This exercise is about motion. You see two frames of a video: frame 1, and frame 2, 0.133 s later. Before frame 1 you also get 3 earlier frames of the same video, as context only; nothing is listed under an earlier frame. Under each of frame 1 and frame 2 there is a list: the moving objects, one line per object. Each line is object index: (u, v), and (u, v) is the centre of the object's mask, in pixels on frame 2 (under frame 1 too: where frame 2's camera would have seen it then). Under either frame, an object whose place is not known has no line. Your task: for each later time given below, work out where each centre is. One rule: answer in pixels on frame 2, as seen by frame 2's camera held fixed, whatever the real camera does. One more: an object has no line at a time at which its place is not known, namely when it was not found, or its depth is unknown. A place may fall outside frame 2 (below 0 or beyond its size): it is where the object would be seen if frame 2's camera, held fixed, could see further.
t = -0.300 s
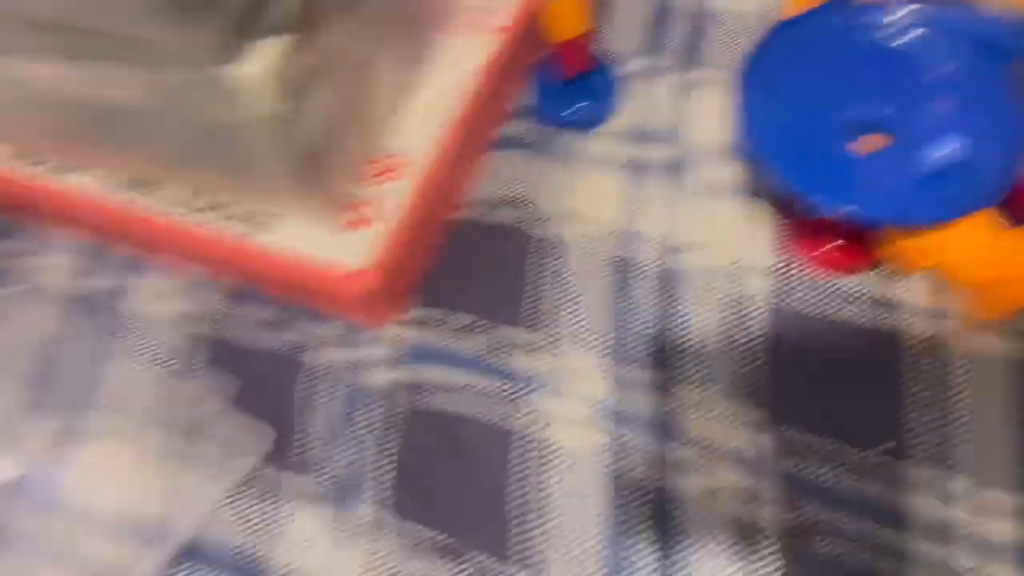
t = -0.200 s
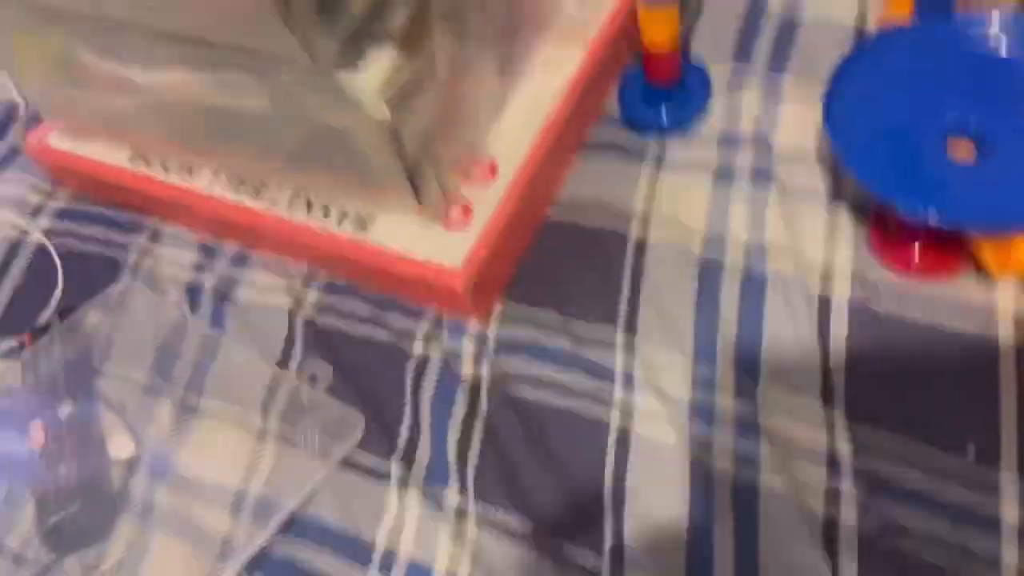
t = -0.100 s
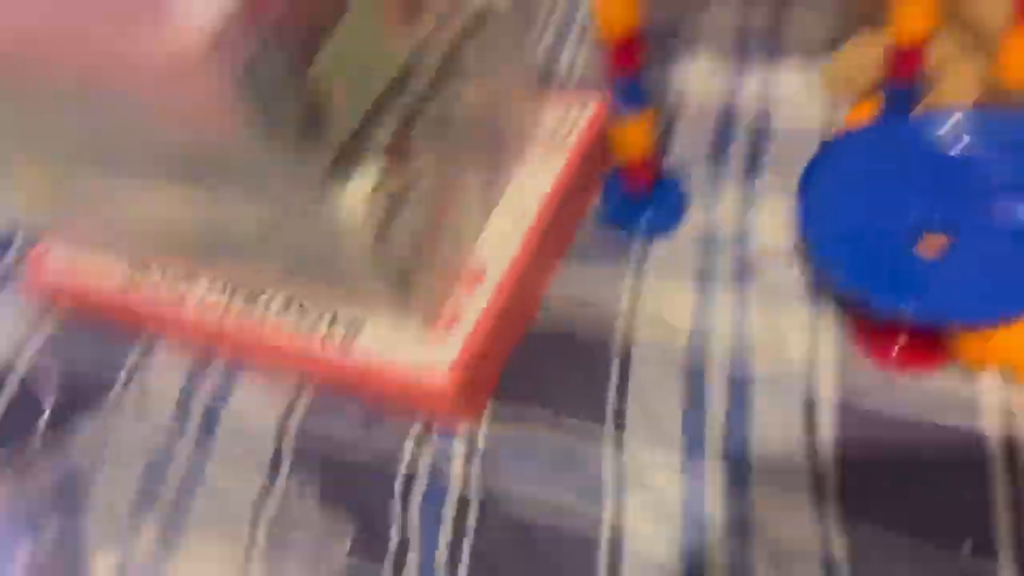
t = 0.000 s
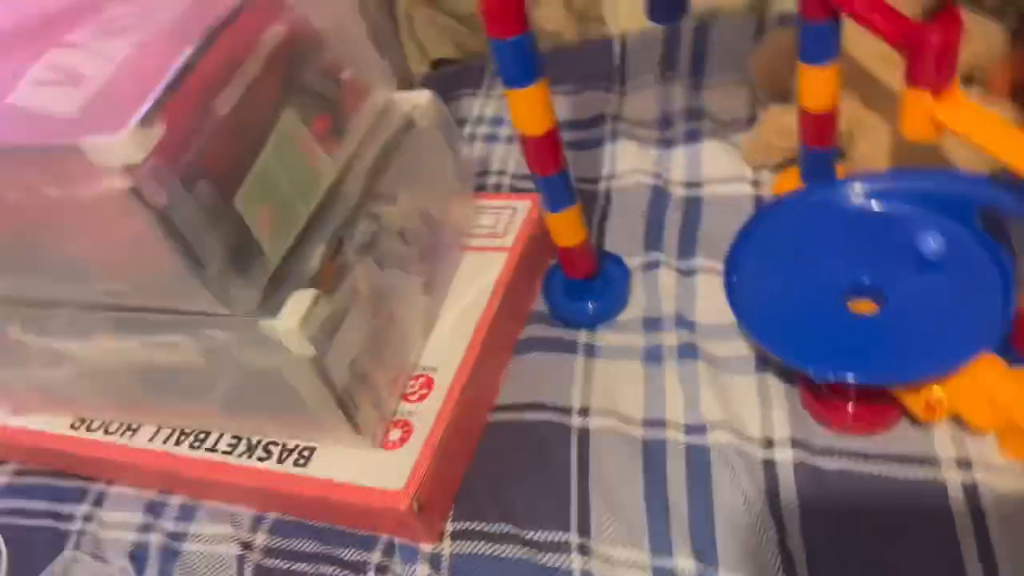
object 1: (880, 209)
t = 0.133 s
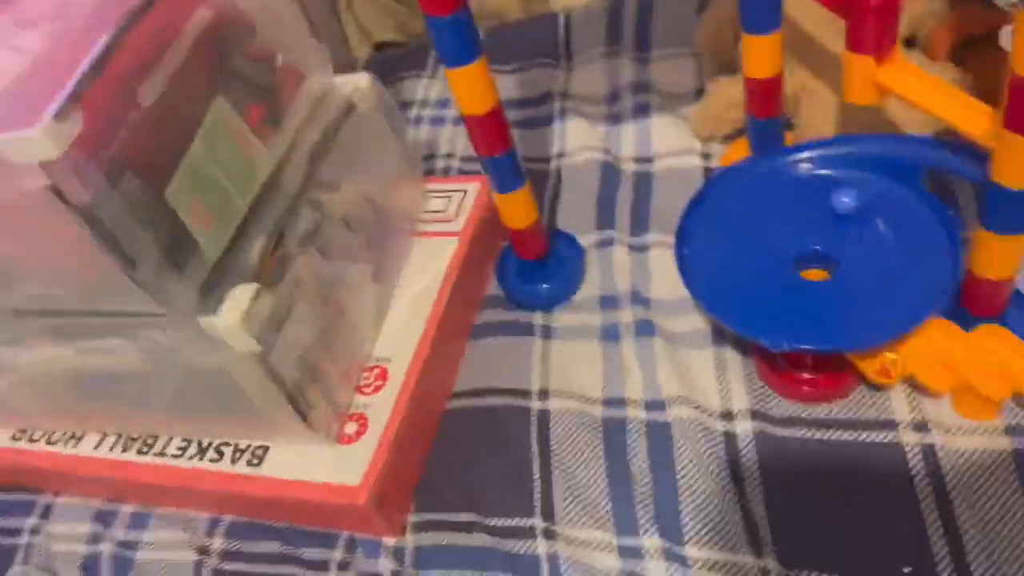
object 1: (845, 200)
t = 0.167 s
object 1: (835, 202)
